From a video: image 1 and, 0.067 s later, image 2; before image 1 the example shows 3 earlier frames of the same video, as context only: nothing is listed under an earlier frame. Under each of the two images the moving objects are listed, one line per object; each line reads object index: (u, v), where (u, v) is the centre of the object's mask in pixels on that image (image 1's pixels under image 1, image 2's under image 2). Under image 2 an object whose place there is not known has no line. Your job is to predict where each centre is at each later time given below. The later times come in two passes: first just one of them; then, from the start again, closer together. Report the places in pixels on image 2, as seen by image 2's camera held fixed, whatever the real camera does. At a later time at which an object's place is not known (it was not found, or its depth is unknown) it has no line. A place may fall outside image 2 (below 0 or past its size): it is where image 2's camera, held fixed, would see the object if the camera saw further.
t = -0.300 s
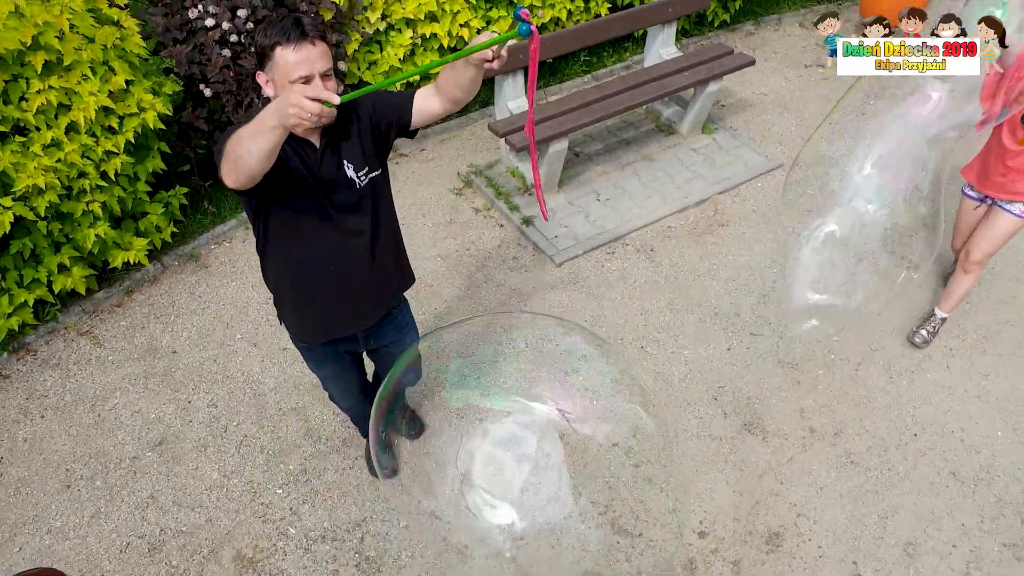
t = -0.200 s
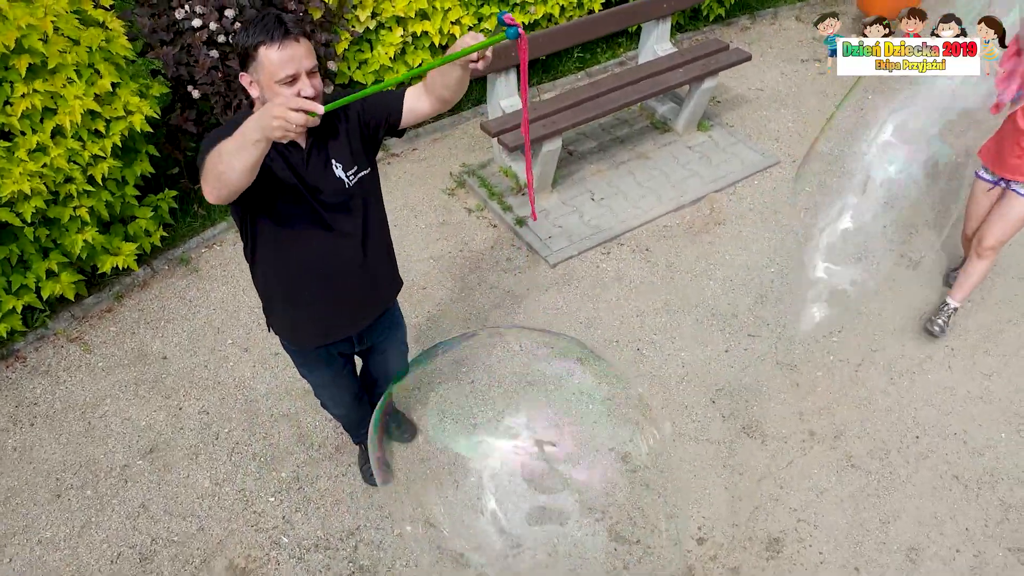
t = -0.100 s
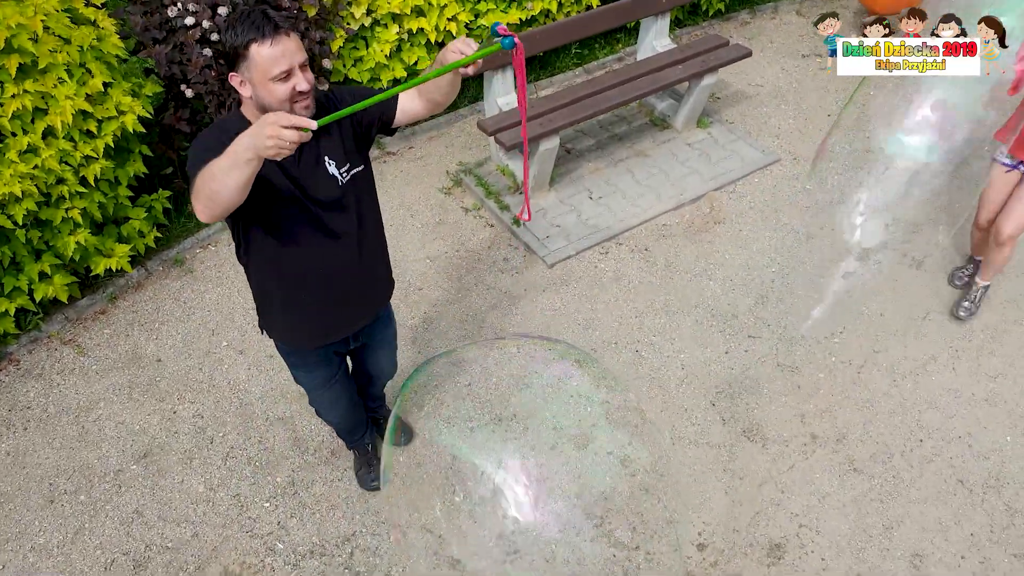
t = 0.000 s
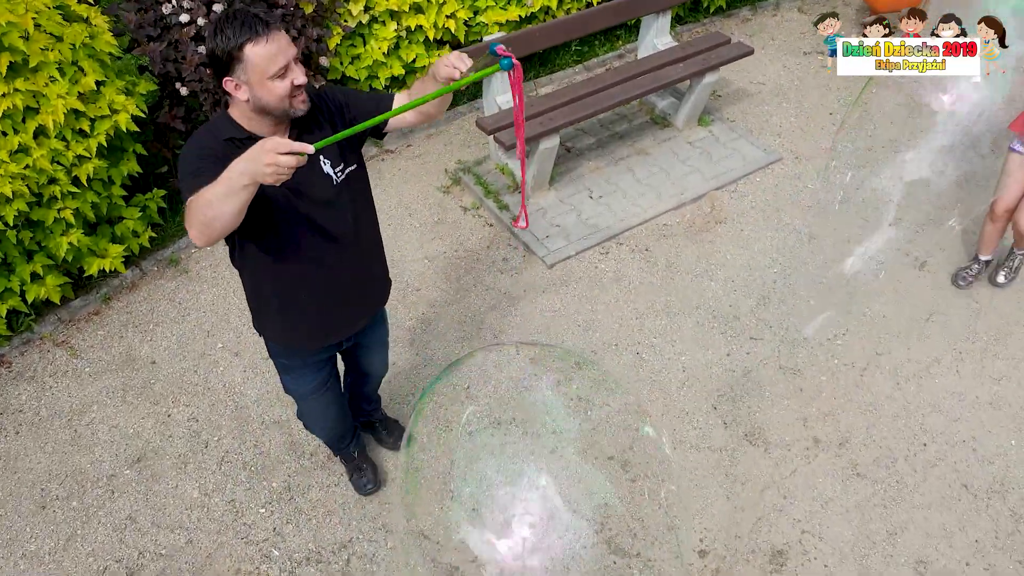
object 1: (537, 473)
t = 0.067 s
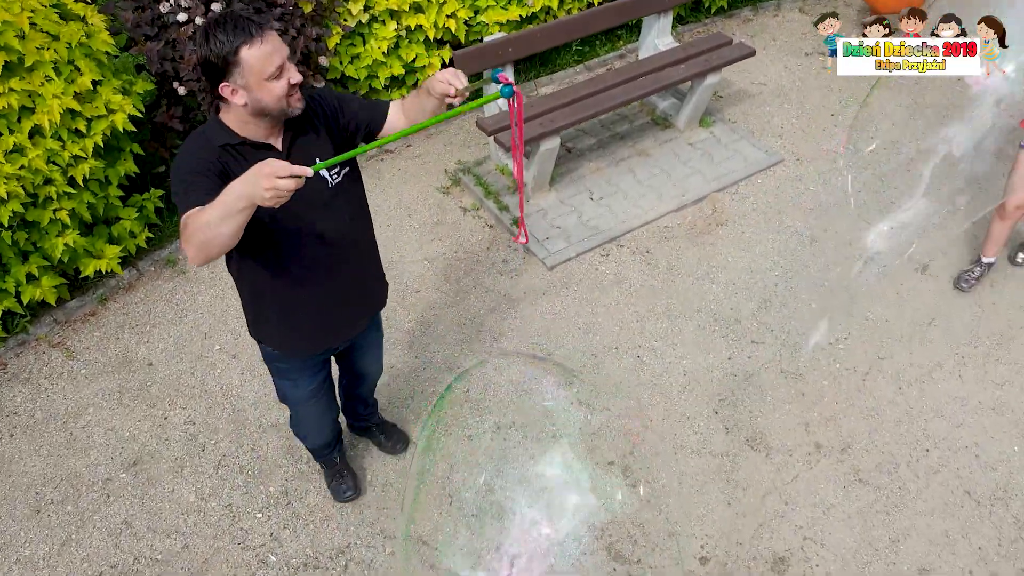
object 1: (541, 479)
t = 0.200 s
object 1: (553, 478)
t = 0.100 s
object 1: (542, 479)
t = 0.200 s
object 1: (553, 478)
